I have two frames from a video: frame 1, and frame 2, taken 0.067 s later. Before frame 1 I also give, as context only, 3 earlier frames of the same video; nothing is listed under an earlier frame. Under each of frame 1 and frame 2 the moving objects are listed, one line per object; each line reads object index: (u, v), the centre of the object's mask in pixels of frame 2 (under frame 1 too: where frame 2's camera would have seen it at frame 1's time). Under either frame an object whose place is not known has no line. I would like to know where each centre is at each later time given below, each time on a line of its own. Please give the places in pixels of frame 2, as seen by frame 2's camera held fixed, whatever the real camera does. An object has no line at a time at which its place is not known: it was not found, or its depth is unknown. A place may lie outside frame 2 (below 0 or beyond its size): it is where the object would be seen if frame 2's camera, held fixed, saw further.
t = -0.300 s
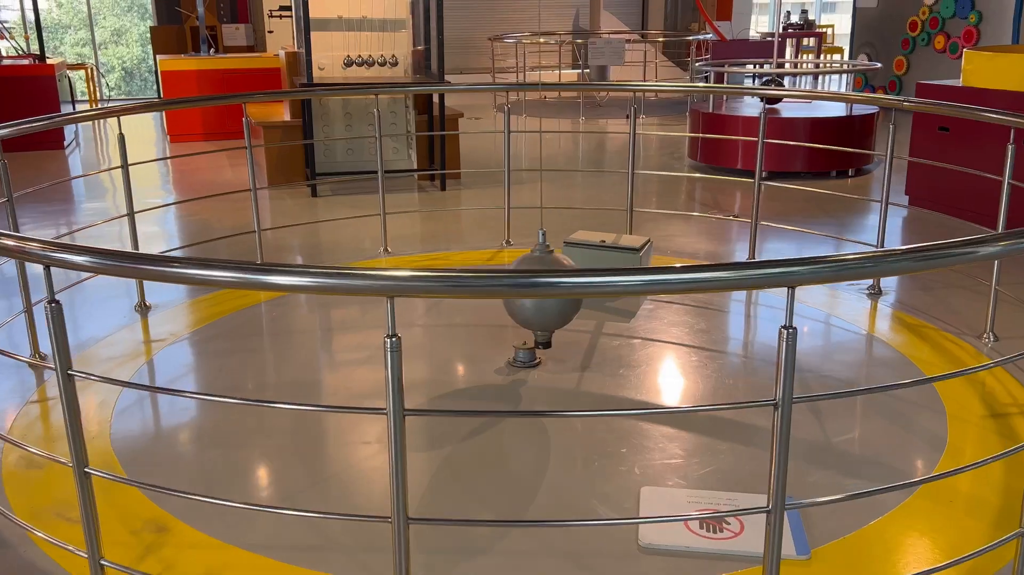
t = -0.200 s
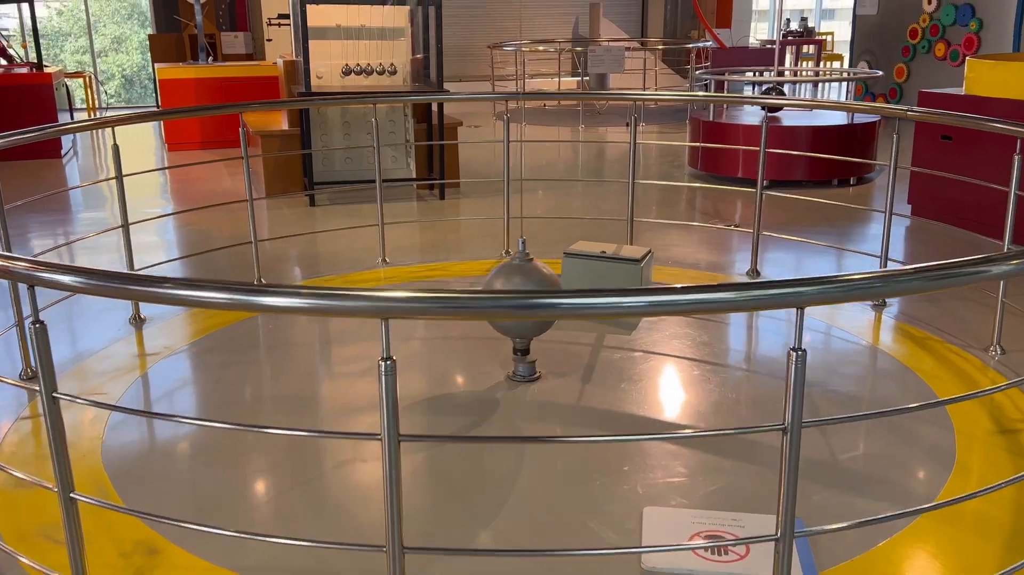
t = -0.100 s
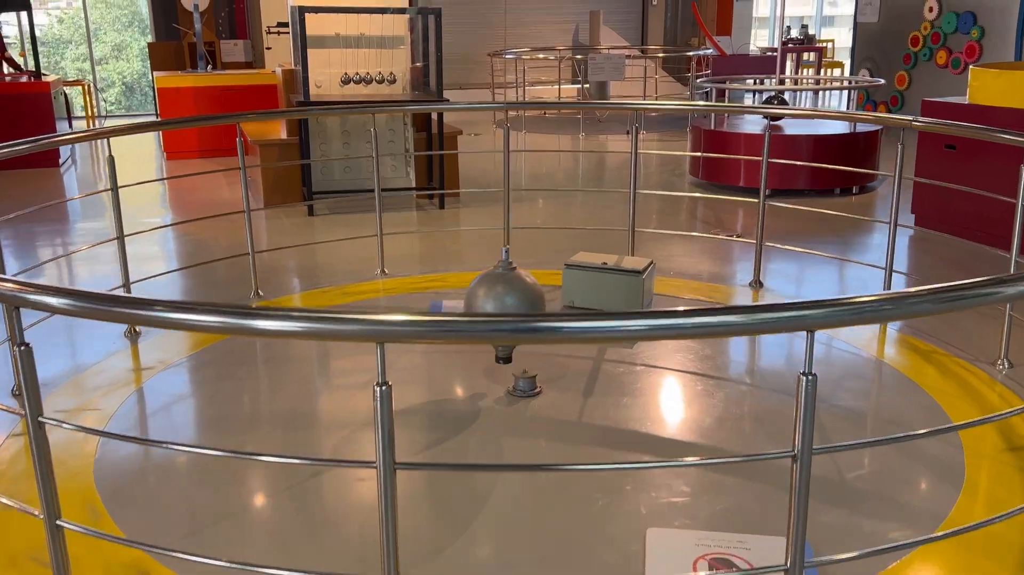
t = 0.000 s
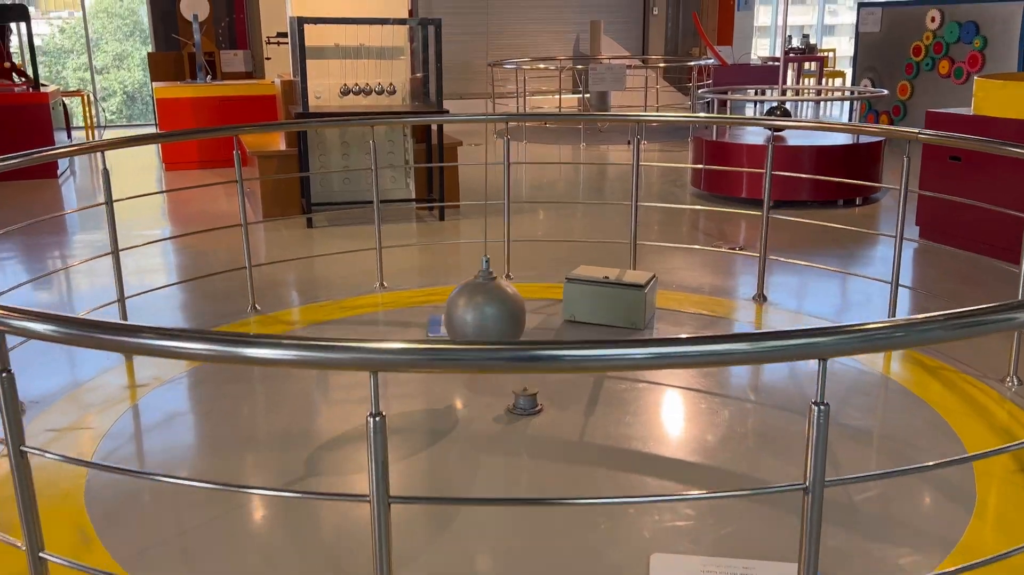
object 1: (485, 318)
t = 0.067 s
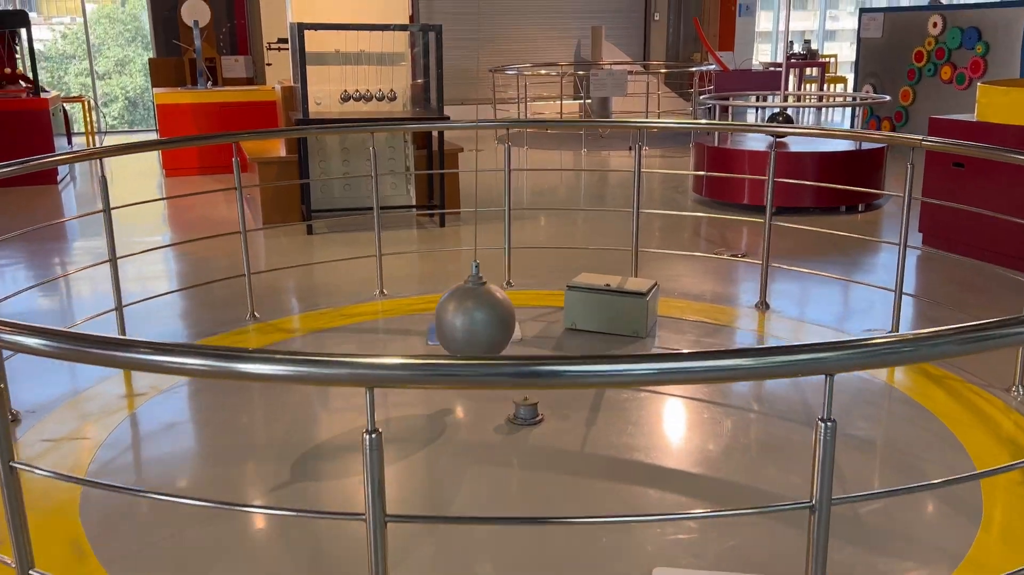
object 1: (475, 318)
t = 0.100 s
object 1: (470, 317)
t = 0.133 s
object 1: (462, 316)
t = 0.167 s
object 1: (458, 315)
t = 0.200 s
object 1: (454, 313)
